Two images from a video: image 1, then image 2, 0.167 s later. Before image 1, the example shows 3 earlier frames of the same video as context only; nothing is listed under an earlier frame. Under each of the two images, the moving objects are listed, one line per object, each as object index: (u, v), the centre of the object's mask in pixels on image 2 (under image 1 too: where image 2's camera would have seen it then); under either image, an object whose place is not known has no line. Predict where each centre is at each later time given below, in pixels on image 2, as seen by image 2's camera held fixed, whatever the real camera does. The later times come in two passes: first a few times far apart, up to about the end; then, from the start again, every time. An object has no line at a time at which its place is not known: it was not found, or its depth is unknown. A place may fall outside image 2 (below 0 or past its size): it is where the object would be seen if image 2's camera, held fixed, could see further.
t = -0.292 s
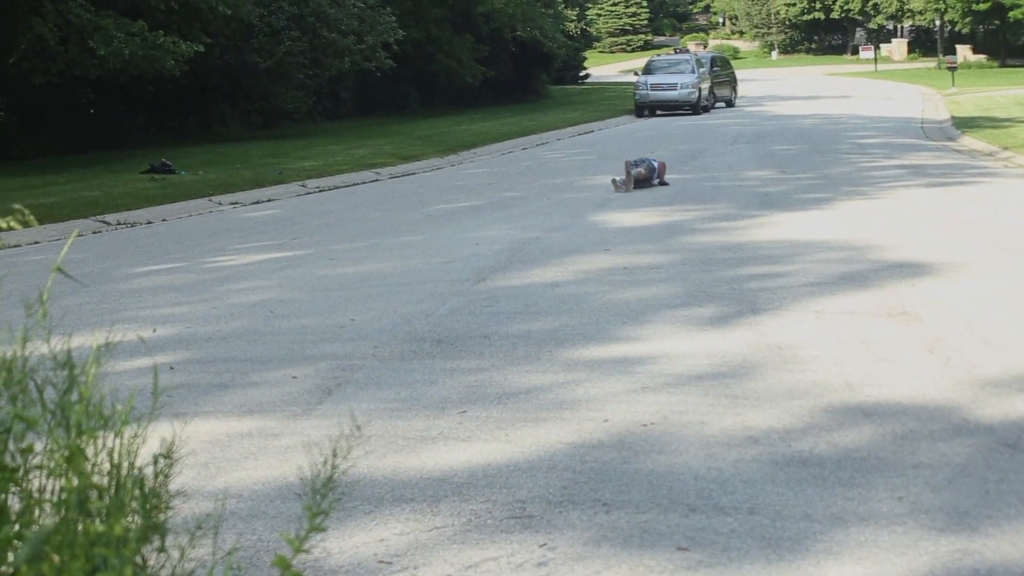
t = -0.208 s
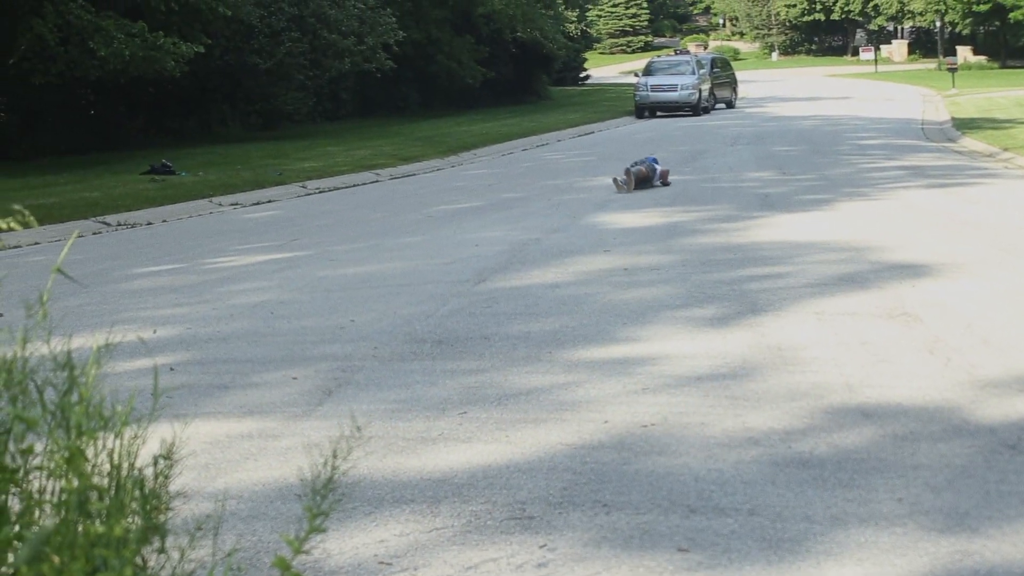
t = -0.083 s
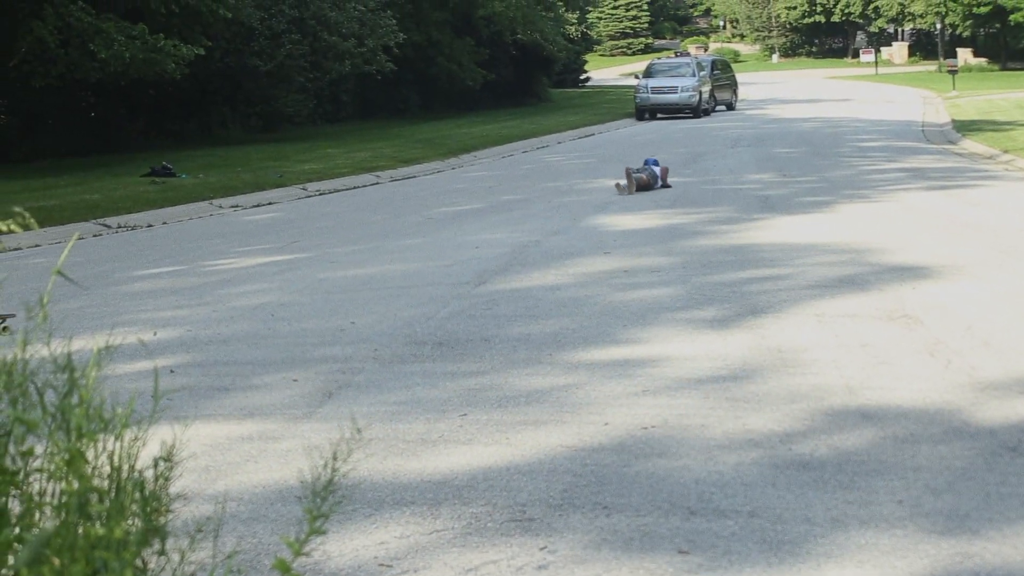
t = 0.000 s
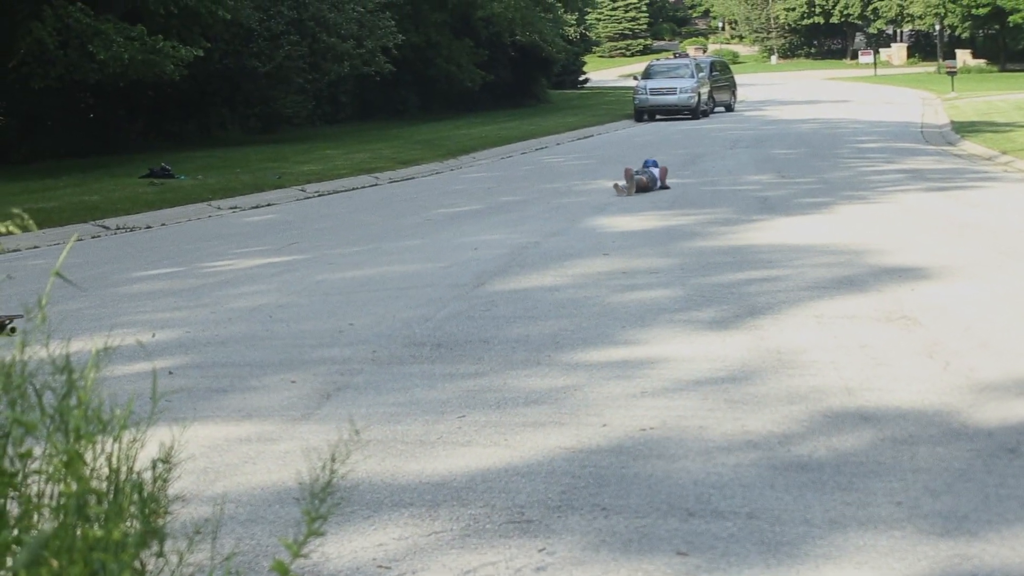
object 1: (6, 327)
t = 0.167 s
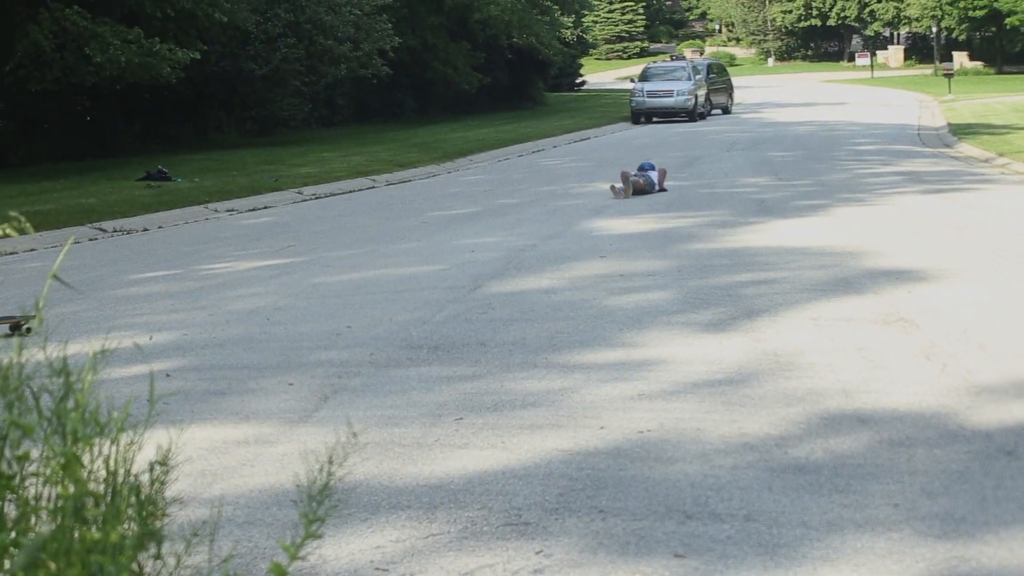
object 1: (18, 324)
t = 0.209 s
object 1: (20, 323)
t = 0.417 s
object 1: (39, 320)
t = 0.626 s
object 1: (52, 318)
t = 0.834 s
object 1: (56, 318)
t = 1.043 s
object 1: (82, 315)
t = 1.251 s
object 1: (110, 312)
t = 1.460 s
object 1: (140, 309)
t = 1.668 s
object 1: (172, 306)
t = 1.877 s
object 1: (204, 302)
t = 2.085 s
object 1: (237, 298)
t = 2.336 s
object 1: (278, 294)
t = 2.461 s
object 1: (300, 293)
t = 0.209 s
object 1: (20, 323)
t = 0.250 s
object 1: (24, 323)
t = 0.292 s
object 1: (27, 321)
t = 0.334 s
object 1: (31, 321)
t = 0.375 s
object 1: (34, 321)
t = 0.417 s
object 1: (39, 320)
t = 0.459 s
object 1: (40, 320)
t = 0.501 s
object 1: (43, 319)
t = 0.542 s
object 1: (46, 318)
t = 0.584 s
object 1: (49, 318)
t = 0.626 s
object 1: (52, 318)
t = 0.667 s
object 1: (55, 317)
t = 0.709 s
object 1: (58, 317)
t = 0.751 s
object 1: (56, 317)
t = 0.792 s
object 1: (56, 318)
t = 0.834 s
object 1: (56, 318)
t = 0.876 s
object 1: (60, 318)
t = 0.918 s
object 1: (64, 317)
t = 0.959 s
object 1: (70, 316)
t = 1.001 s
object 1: (80, 315)
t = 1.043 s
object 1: (82, 315)
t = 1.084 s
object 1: (86, 315)
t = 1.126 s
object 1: (97, 314)
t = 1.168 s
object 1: (100, 313)
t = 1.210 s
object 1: (104, 313)
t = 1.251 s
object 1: (110, 312)
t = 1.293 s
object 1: (116, 311)
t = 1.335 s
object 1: (122, 311)
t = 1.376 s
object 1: (128, 310)
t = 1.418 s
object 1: (133, 310)
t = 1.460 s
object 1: (140, 309)
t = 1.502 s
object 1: (146, 308)
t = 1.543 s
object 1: (153, 308)
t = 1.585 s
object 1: (159, 307)
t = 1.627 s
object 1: (166, 306)
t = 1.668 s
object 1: (172, 306)
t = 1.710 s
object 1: (178, 305)
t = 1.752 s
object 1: (184, 304)
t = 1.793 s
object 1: (190, 304)
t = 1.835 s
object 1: (196, 303)
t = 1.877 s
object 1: (204, 302)
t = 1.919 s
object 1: (211, 301)
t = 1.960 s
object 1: (218, 301)
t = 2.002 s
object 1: (224, 300)
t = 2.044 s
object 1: (230, 299)
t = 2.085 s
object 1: (237, 298)
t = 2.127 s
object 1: (244, 298)
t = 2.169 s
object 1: (251, 297)
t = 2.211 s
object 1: (258, 297)
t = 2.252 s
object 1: (265, 296)
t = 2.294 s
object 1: (272, 295)
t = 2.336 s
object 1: (278, 294)
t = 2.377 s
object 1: (286, 294)
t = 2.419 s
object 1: (293, 293)
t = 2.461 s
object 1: (300, 293)
